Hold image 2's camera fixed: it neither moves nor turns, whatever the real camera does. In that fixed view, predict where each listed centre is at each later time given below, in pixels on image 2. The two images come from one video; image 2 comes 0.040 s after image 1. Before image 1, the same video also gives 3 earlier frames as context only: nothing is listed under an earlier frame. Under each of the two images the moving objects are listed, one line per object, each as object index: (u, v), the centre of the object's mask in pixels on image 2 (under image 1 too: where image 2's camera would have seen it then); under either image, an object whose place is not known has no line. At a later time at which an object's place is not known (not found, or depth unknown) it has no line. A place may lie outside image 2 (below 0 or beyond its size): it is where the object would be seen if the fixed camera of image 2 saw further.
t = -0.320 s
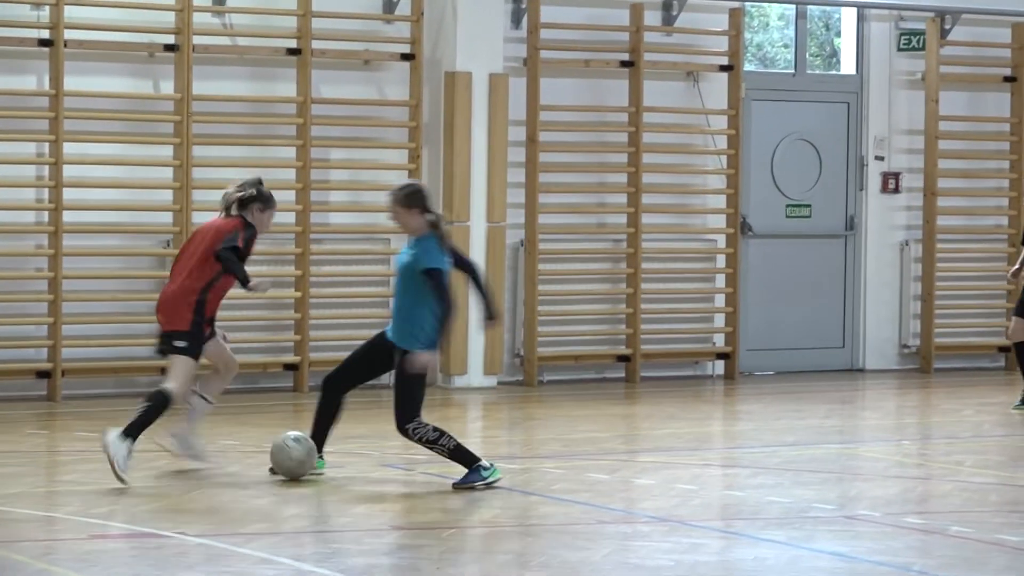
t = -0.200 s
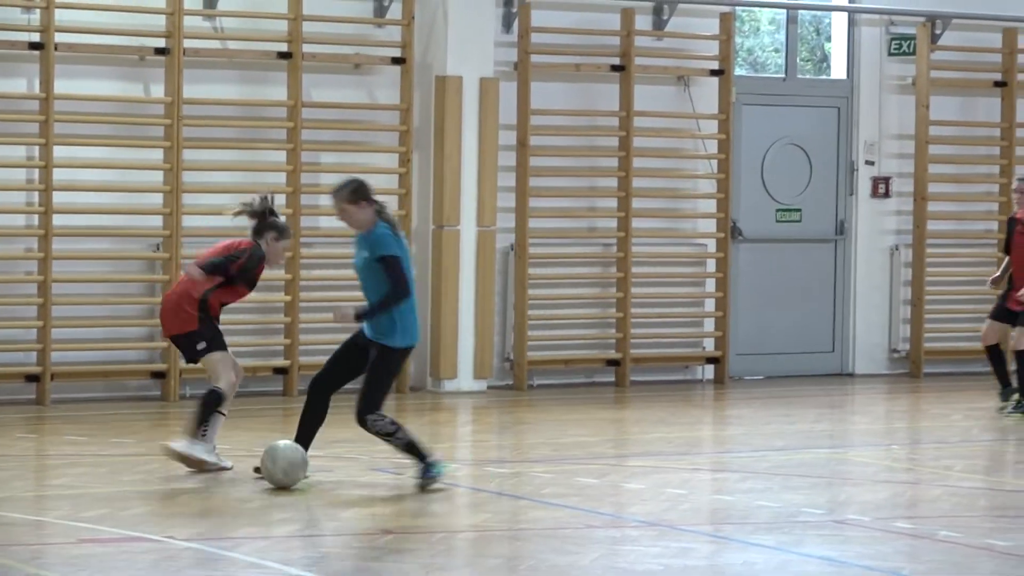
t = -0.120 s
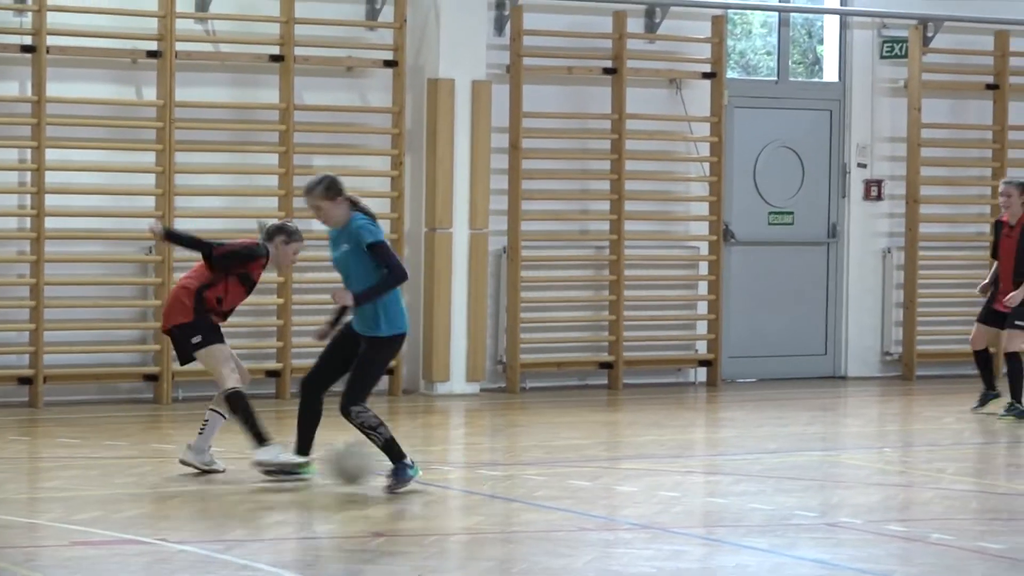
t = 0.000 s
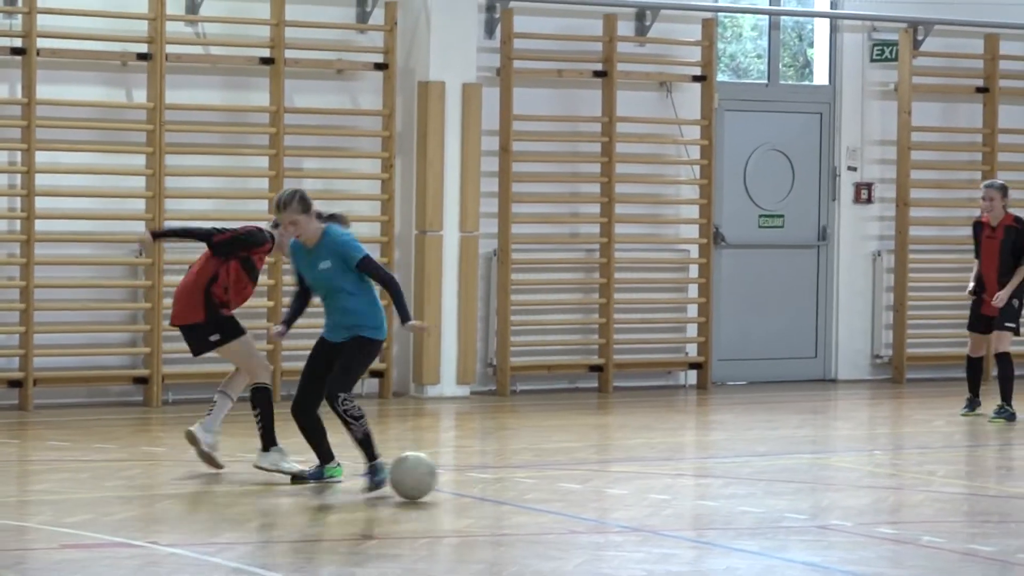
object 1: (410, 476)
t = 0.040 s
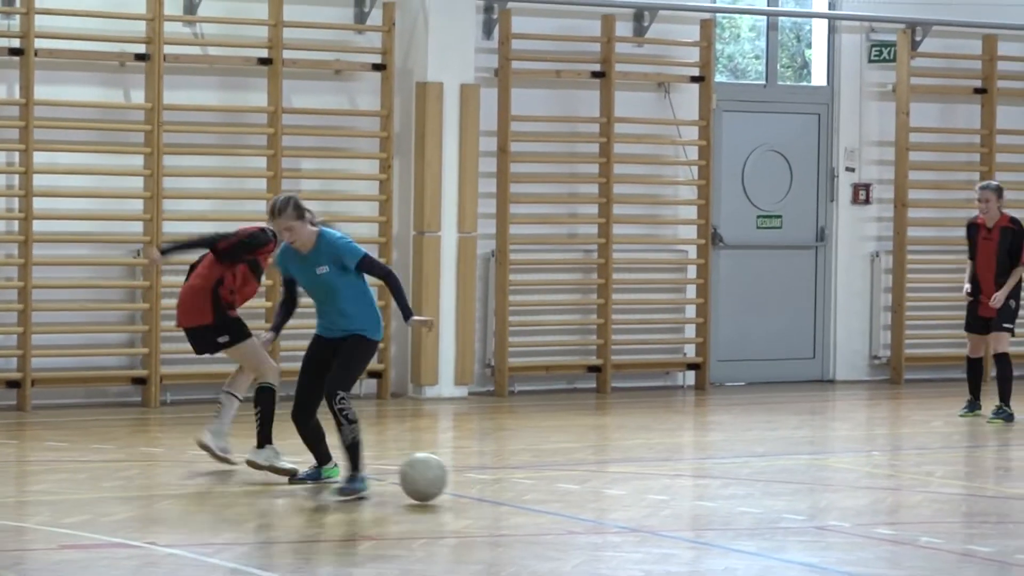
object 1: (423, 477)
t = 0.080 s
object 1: (436, 481)
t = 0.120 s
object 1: (447, 482)
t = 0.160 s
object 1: (458, 485)
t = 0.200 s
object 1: (468, 485)
